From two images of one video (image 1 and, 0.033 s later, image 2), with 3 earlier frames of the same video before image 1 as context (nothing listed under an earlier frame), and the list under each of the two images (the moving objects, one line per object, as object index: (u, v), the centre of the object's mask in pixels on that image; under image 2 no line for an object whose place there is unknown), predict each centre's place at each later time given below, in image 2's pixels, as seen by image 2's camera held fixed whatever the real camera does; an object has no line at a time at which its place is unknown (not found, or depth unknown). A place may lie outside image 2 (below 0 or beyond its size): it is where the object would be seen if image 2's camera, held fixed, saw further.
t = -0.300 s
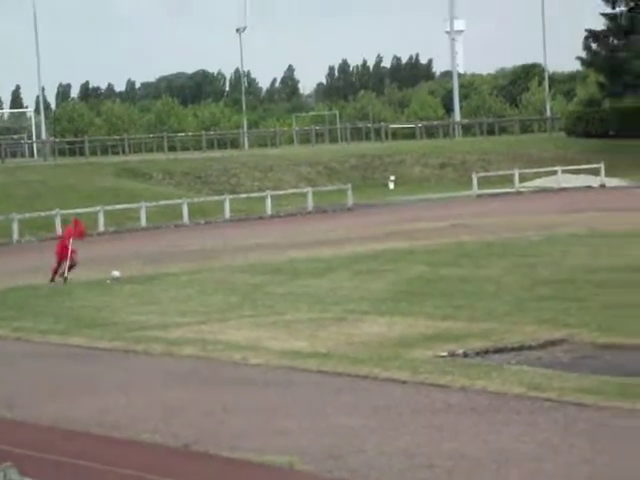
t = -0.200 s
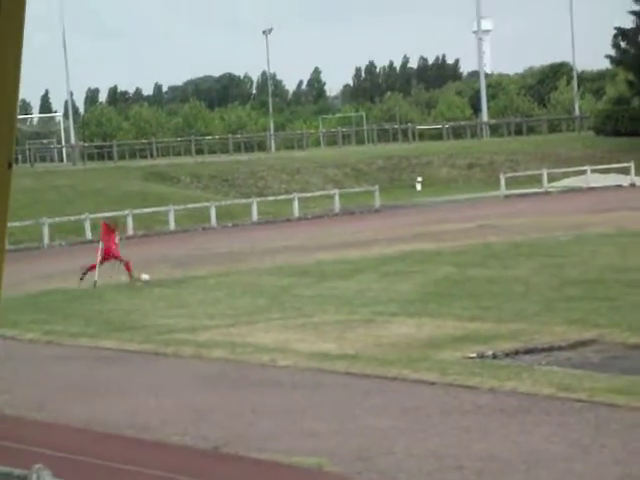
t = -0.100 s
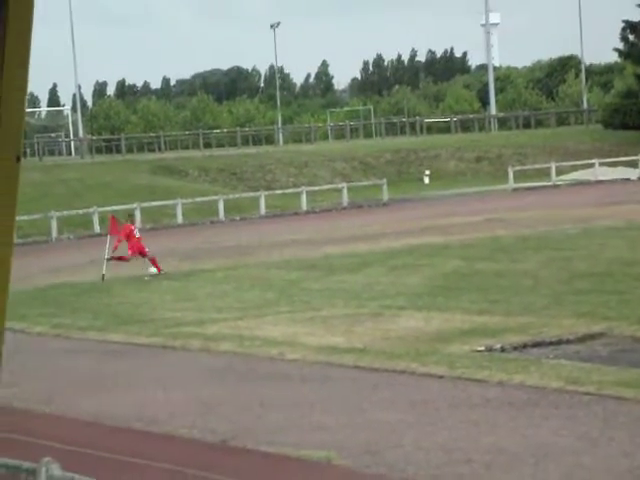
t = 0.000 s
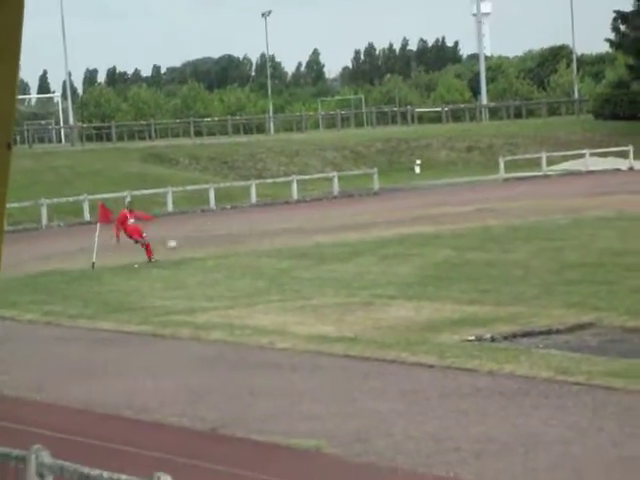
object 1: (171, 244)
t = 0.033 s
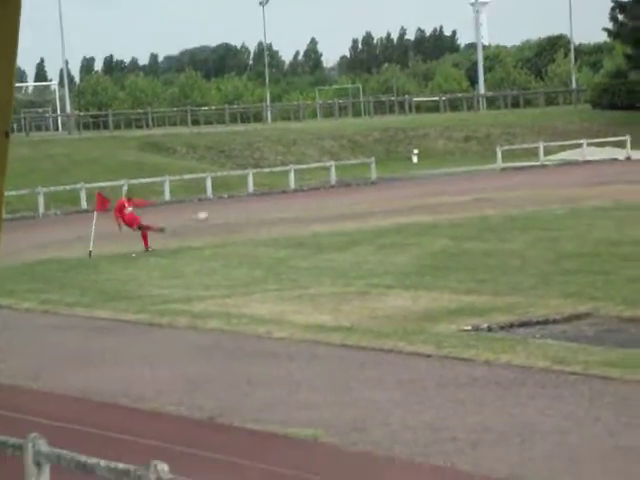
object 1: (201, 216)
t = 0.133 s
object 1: (297, 168)
